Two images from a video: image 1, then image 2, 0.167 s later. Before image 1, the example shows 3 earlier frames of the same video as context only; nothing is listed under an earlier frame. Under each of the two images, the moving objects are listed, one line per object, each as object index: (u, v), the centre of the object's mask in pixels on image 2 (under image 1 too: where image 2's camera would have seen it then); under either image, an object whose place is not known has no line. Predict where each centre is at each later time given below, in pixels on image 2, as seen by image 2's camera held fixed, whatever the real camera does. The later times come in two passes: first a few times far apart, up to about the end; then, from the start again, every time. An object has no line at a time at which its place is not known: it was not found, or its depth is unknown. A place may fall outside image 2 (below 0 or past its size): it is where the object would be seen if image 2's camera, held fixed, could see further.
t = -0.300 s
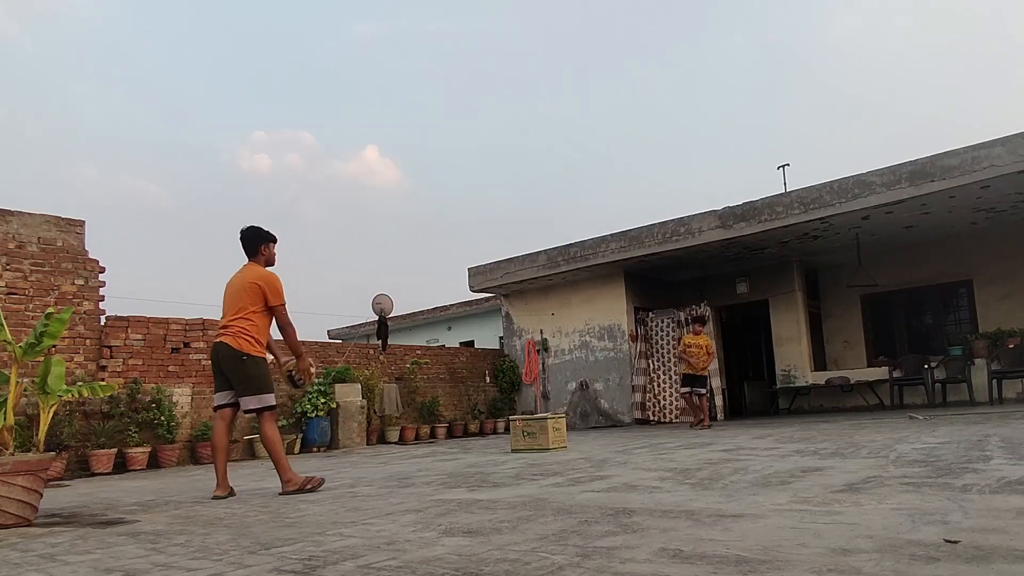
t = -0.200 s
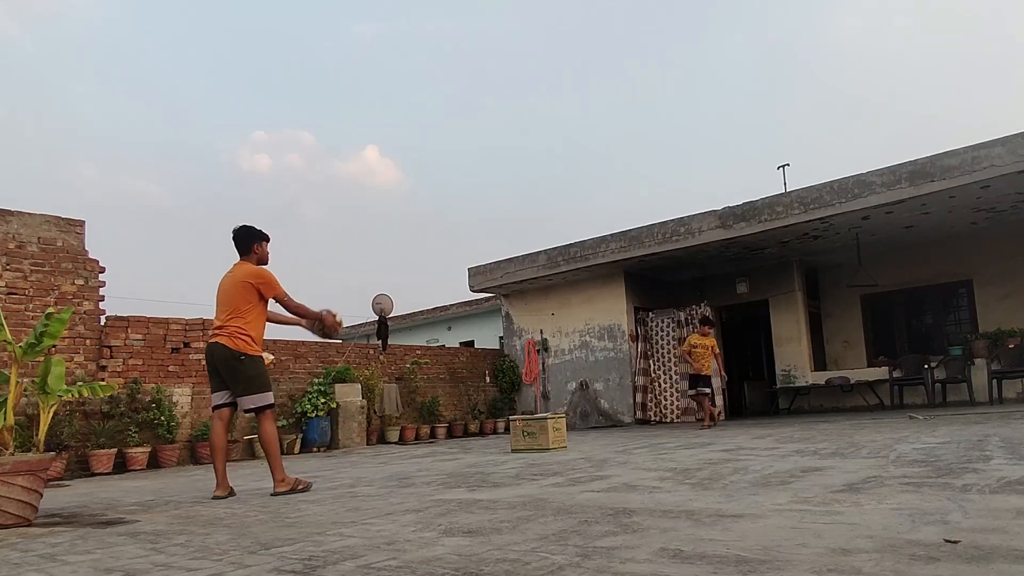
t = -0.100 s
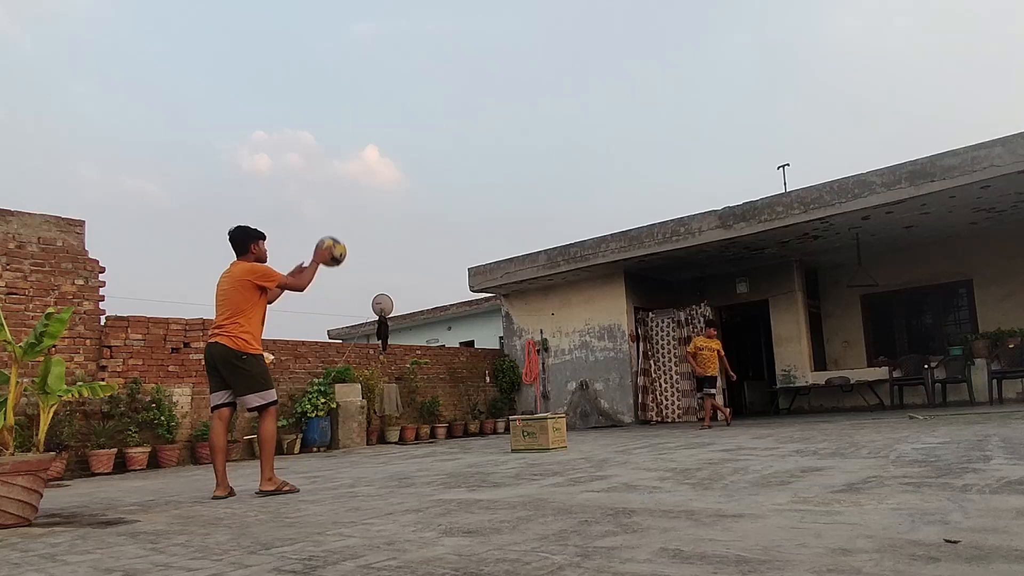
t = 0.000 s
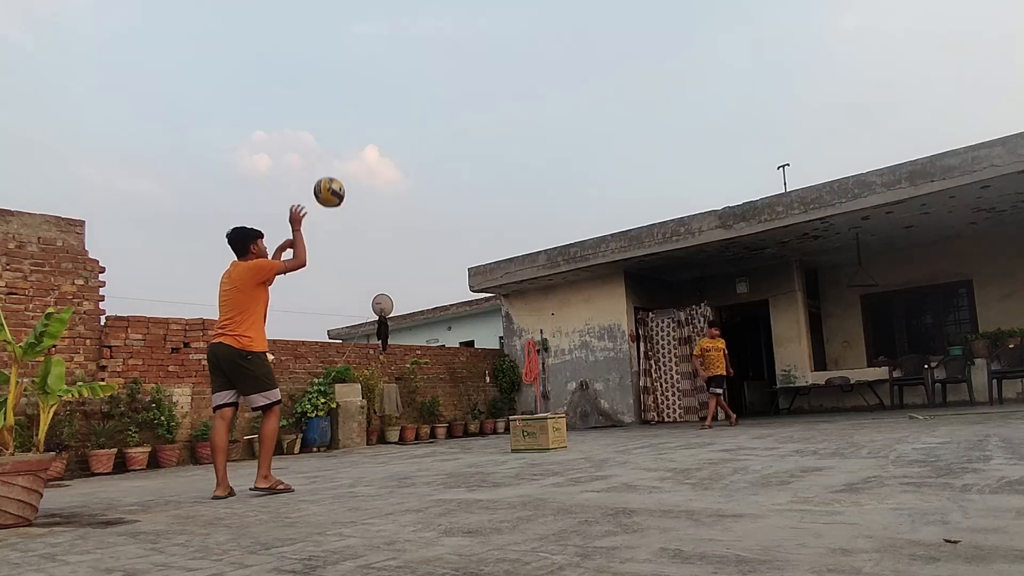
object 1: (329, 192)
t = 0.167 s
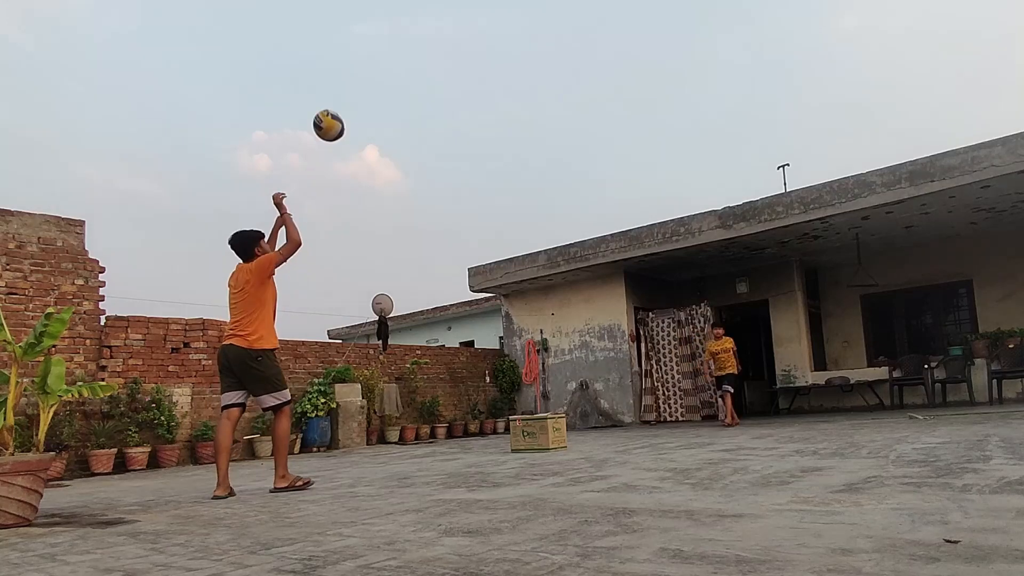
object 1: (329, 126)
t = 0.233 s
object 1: (329, 110)
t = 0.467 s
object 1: (332, 103)
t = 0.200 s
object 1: (329, 117)
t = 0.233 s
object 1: (329, 110)
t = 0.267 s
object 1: (329, 104)
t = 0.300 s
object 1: (329, 100)
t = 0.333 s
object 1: (330, 98)
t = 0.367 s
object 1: (330, 97)
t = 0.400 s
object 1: (331, 97)
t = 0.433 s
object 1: (331, 99)
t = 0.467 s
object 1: (332, 103)
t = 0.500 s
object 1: (333, 108)
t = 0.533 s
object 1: (333, 114)
